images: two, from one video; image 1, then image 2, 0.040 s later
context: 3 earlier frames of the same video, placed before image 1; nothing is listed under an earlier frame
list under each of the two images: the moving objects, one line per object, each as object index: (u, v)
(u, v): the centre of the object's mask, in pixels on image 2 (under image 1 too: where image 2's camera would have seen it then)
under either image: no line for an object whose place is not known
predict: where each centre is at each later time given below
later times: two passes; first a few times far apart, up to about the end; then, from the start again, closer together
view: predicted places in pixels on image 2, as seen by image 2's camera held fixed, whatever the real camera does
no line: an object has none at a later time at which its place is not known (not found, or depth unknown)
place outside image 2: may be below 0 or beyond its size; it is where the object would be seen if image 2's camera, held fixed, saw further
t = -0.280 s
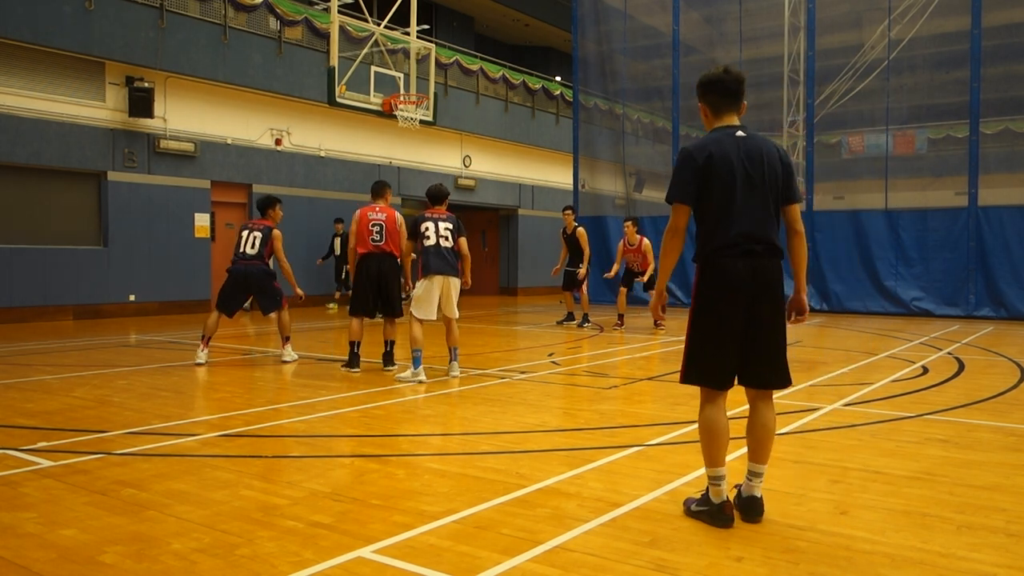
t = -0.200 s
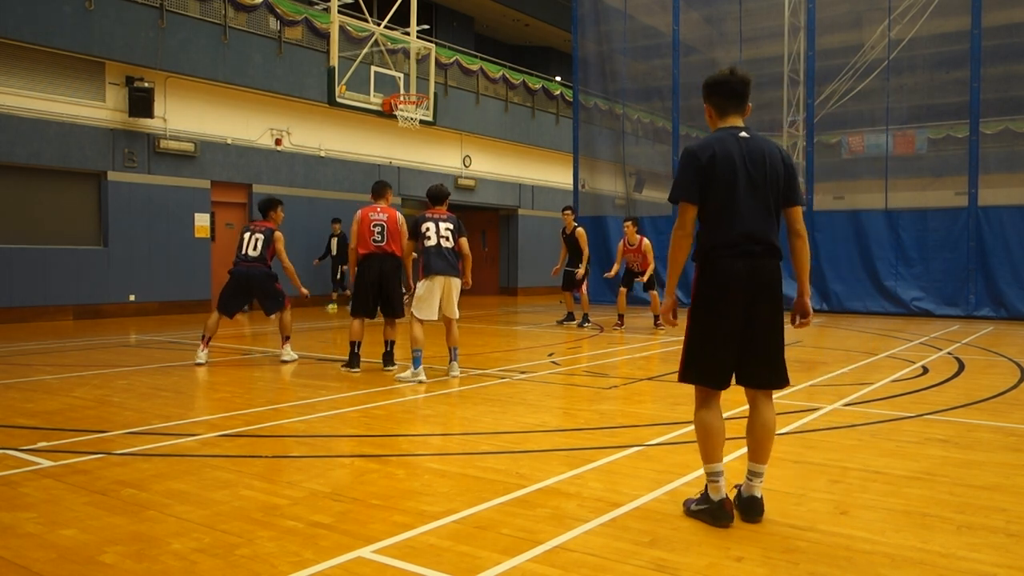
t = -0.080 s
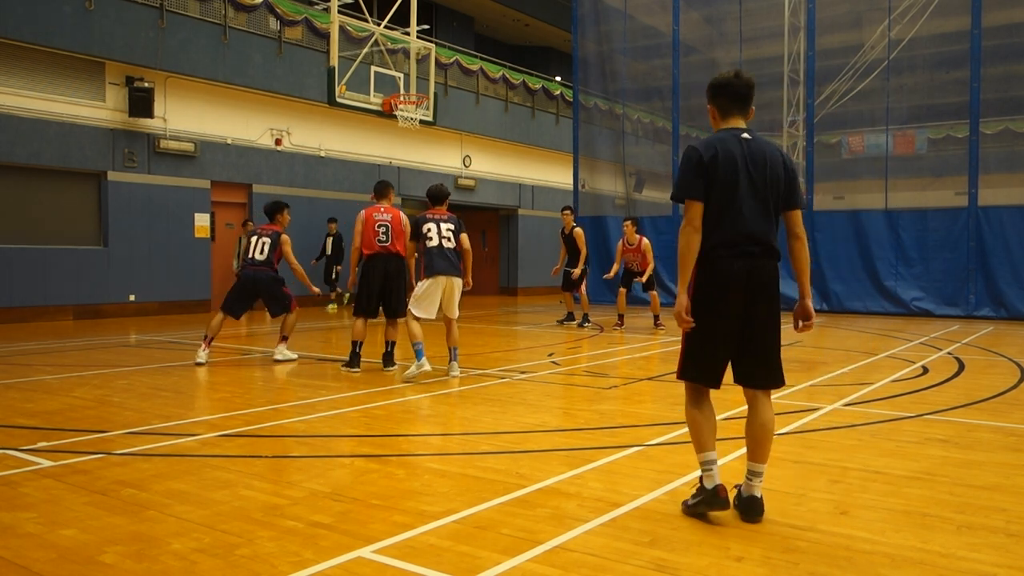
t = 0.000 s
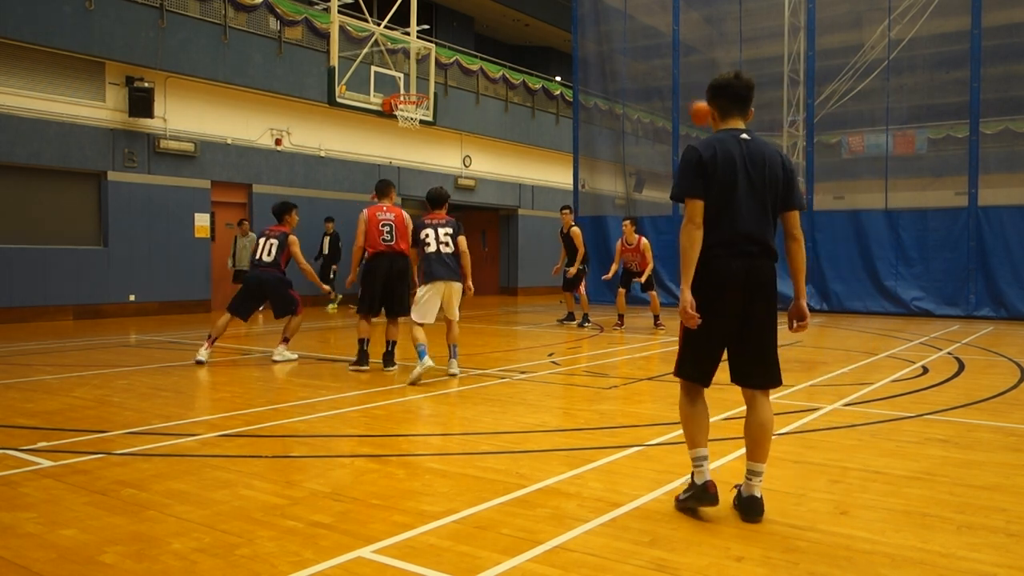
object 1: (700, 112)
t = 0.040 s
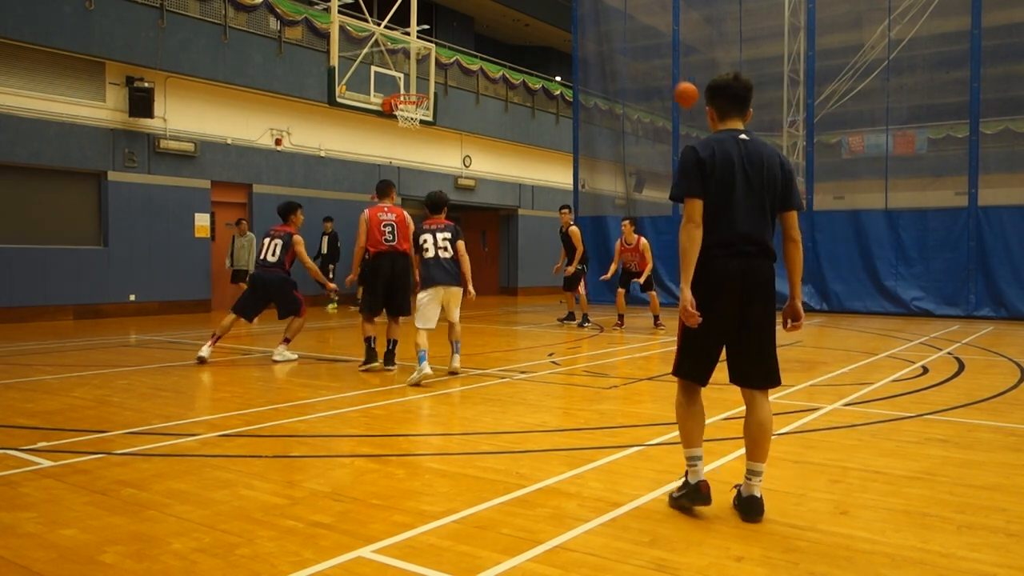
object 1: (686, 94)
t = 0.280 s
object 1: (598, 22)
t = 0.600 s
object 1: (496, 13)
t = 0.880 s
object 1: (421, 70)
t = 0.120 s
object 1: (655, 63)
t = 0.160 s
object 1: (640, 50)
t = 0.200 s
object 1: (626, 39)
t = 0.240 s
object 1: (611, 29)
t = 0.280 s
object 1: (598, 22)
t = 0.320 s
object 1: (584, 15)
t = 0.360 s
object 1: (571, 11)
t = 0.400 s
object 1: (558, 9)
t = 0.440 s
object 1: (545, 8)
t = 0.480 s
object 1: (533, 7)
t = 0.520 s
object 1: (520, 8)
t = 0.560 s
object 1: (508, 10)
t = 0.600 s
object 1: (496, 13)
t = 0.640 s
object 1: (484, 18)
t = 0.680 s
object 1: (474, 24)
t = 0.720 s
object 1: (462, 31)
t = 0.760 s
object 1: (452, 39)
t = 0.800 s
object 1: (442, 48)
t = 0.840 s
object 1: (431, 59)
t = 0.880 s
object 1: (421, 70)
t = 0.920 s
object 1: (411, 83)
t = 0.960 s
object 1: (401, 97)
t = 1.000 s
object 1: (402, 106)
